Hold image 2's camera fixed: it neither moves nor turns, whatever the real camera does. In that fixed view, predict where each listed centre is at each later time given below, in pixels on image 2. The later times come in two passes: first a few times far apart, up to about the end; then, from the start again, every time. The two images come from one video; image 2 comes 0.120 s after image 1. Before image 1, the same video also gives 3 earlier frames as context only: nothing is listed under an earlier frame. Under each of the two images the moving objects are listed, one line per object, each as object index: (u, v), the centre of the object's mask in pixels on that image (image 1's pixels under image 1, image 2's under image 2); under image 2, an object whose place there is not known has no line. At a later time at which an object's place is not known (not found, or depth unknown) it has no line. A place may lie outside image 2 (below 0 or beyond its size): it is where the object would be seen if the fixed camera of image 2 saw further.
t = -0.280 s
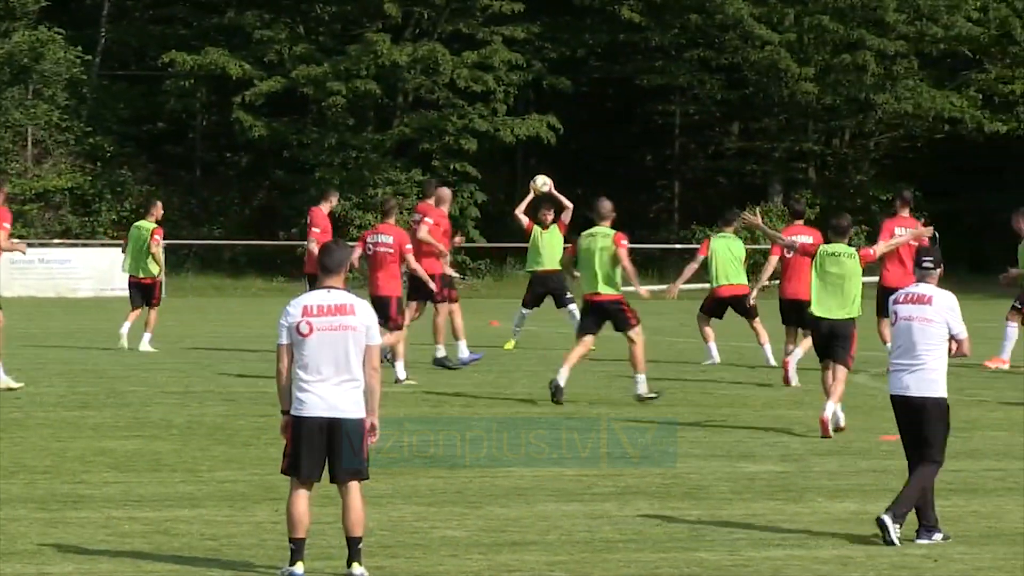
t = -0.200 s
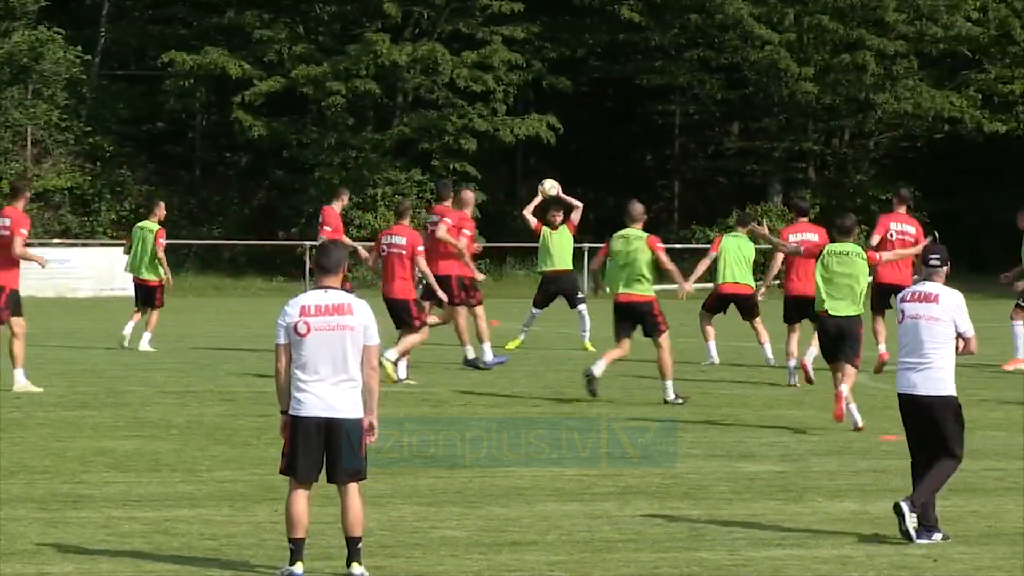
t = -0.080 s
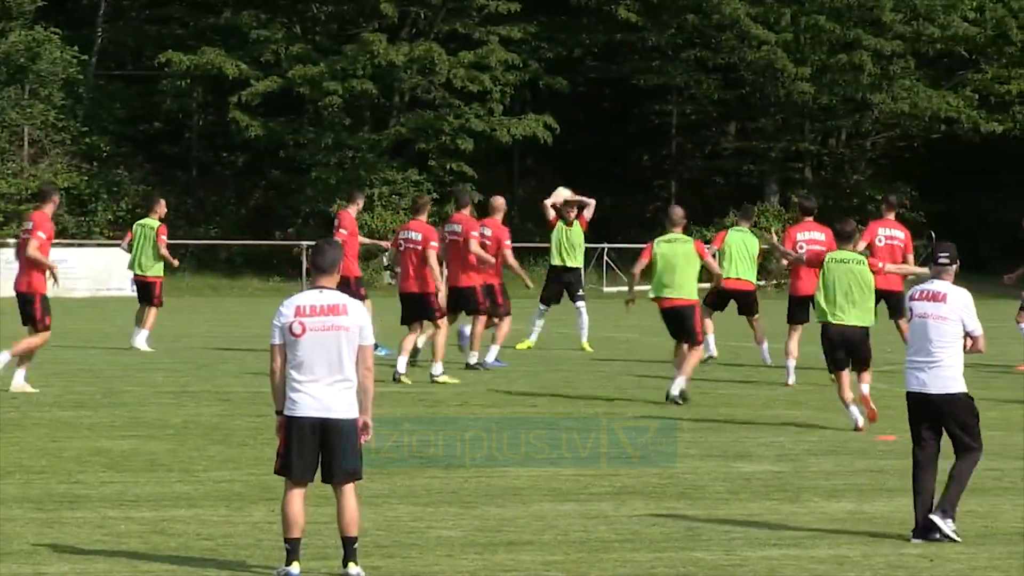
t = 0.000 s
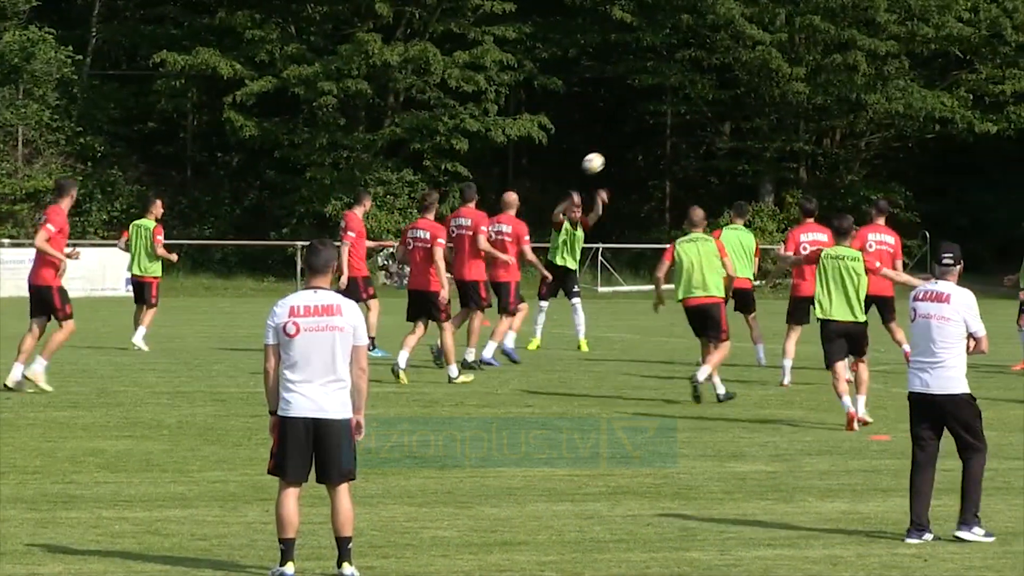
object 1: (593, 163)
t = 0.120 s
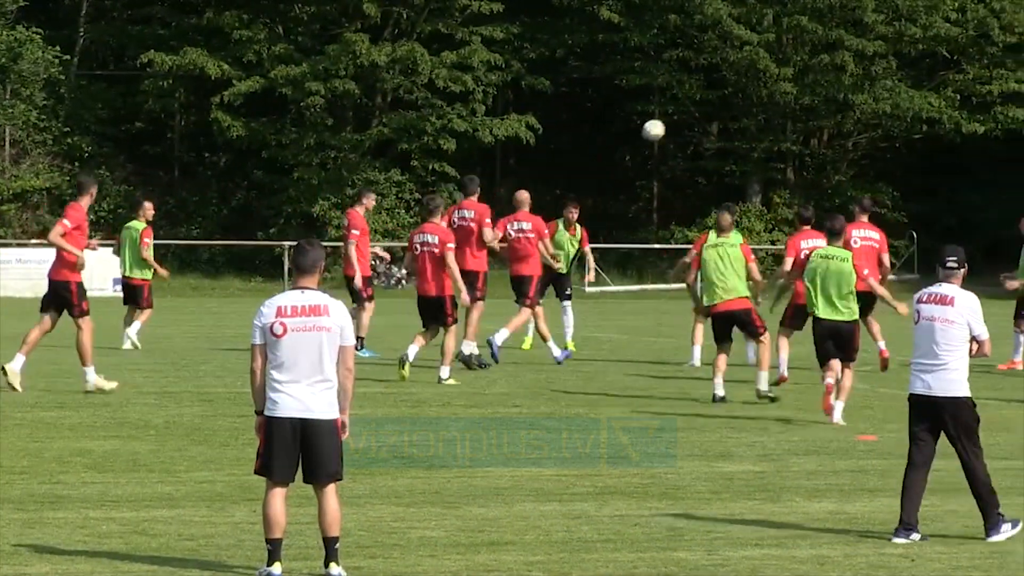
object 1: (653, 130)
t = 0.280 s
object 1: (757, 106)
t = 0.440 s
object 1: (871, 107)
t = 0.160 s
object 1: (678, 122)
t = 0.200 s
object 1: (704, 115)
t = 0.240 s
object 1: (731, 110)
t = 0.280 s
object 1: (757, 106)
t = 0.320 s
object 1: (785, 104)
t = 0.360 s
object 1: (812, 103)
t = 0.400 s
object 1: (841, 105)
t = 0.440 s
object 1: (871, 107)
